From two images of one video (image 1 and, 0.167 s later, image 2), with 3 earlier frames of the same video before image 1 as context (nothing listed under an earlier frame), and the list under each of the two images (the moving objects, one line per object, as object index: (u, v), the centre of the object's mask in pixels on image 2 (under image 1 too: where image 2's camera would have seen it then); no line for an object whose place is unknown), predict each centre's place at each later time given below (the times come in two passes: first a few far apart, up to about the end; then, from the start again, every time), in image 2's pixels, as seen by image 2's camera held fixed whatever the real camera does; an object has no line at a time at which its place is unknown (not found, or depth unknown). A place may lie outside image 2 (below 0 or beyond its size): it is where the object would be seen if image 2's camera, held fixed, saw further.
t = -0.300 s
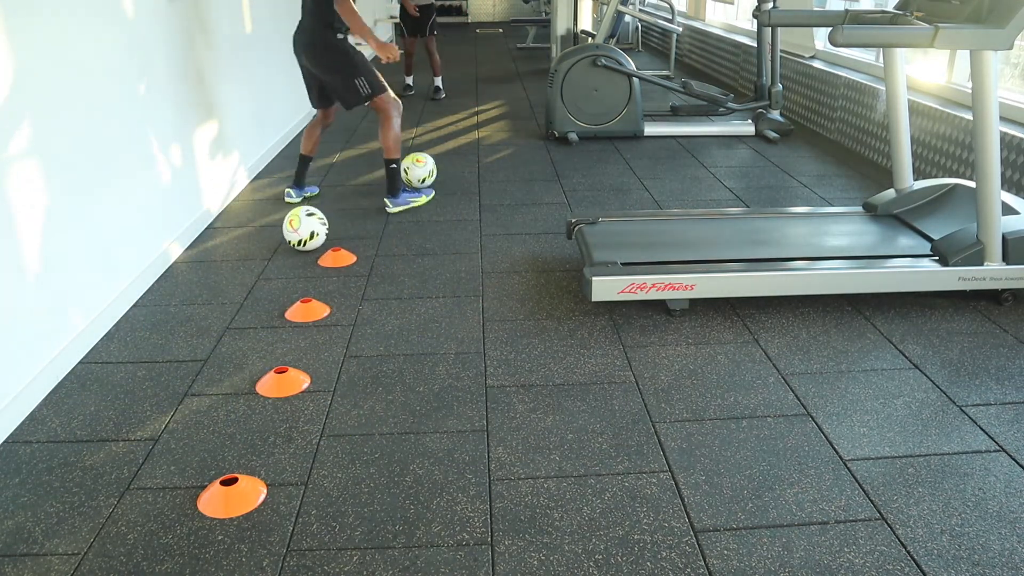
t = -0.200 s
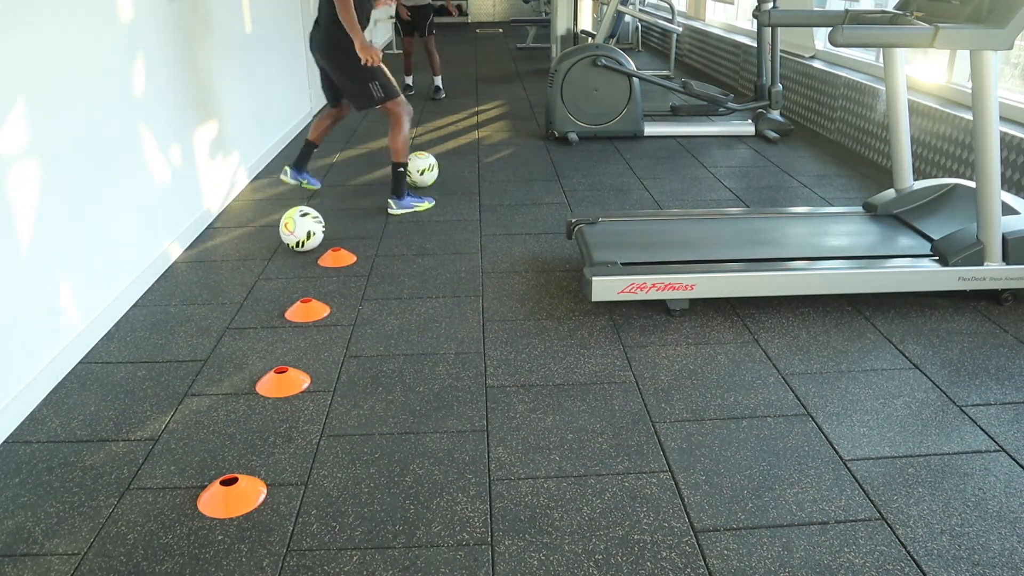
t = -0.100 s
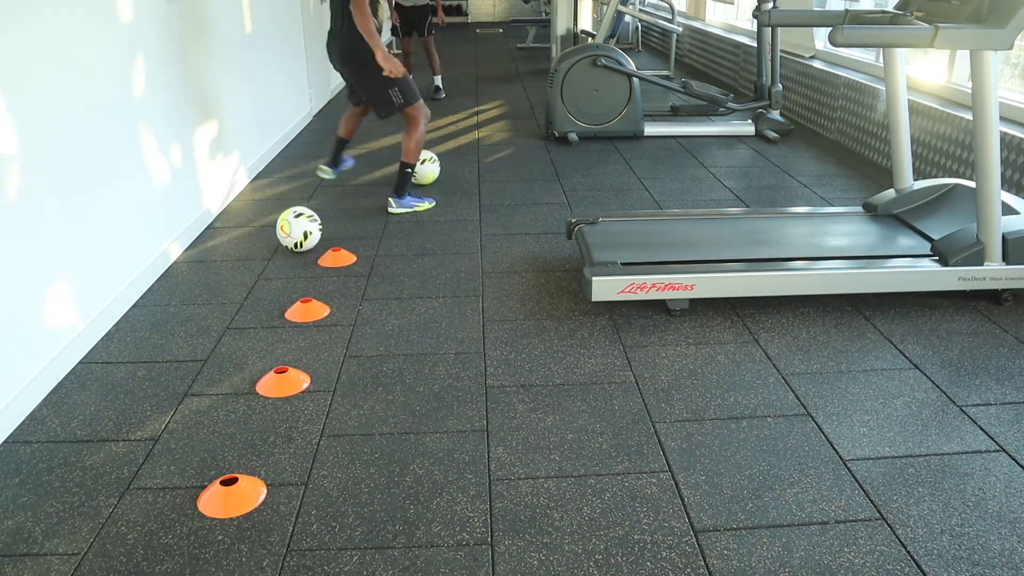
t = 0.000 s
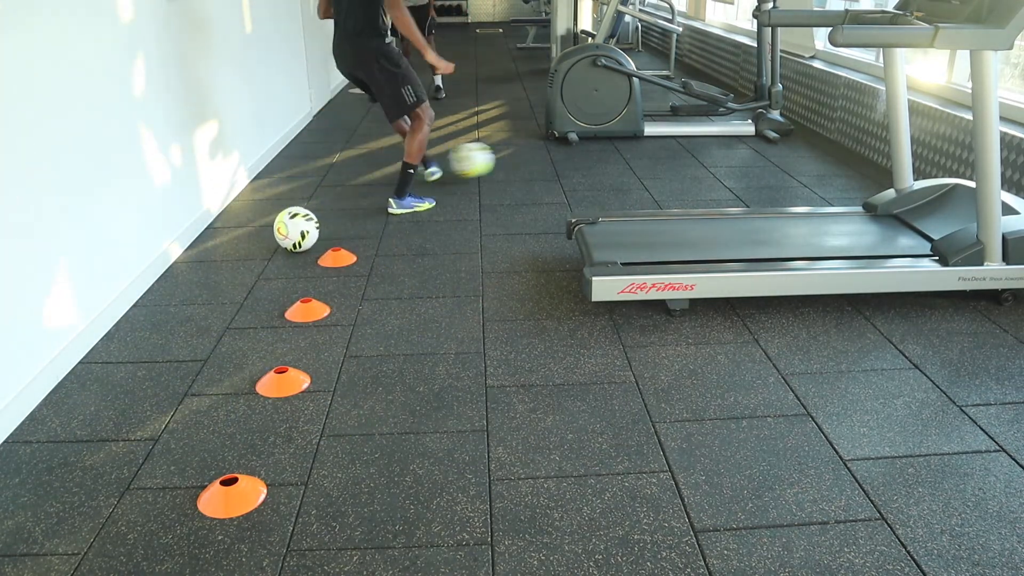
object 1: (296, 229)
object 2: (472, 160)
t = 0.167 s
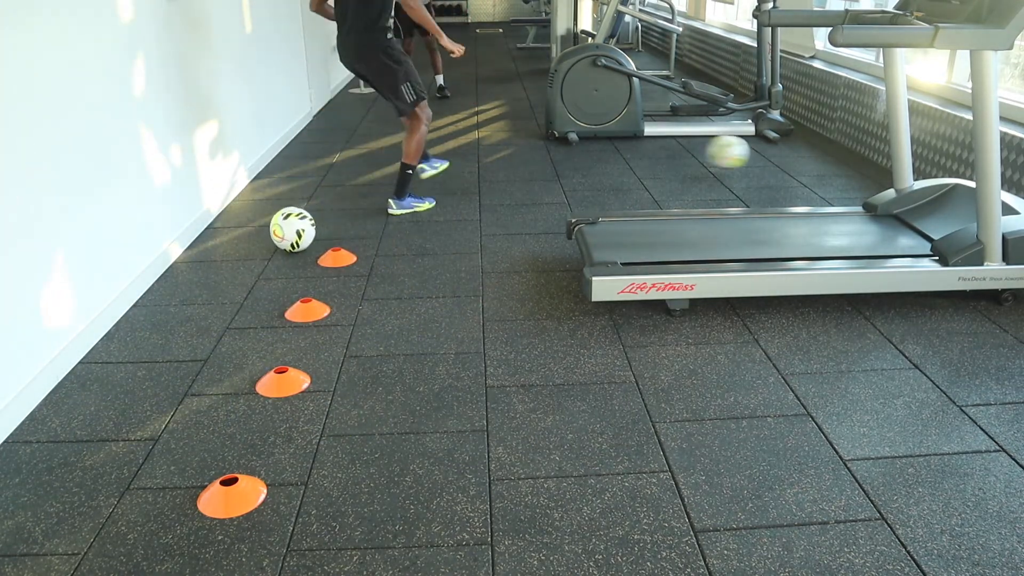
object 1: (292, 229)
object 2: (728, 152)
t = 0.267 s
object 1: (290, 229)
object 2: (853, 147)
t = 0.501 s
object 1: (286, 229)
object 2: (689, 132)
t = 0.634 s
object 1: (283, 229)
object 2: (558, 156)
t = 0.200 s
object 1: (292, 229)
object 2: (775, 156)
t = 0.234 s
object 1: (291, 229)
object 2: (815, 152)
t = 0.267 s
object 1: (290, 229)
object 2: (853, 147)
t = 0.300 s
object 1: (290, 229)
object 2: (875, 143)
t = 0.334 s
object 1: (289, 229)
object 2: (847, 137)
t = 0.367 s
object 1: (288, 229)
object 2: (816, 132)
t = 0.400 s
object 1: (288, 229)
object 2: (786, 130)
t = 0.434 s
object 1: (287, 229)
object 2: (755, 128)
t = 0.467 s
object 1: (286, 229)
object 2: (722, 129)
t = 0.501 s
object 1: (286, 229)
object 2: (689, 132)
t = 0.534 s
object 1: (285, 229)
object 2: (656, 136)
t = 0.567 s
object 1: (284, 229)
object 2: (623, 141)
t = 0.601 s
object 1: (284, 229)
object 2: (589, 149)
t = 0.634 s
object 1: (283, 229)
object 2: (558, 156)
